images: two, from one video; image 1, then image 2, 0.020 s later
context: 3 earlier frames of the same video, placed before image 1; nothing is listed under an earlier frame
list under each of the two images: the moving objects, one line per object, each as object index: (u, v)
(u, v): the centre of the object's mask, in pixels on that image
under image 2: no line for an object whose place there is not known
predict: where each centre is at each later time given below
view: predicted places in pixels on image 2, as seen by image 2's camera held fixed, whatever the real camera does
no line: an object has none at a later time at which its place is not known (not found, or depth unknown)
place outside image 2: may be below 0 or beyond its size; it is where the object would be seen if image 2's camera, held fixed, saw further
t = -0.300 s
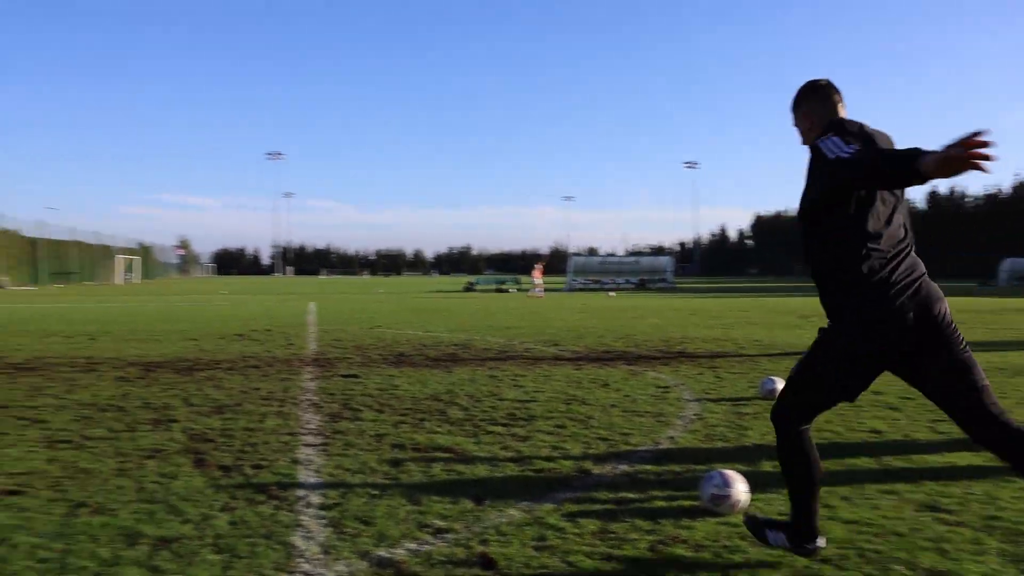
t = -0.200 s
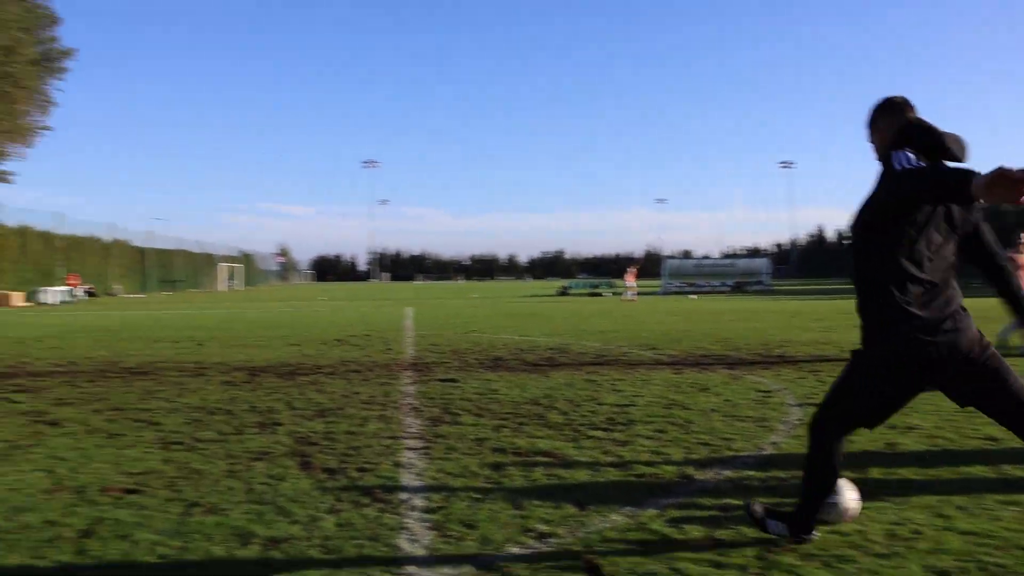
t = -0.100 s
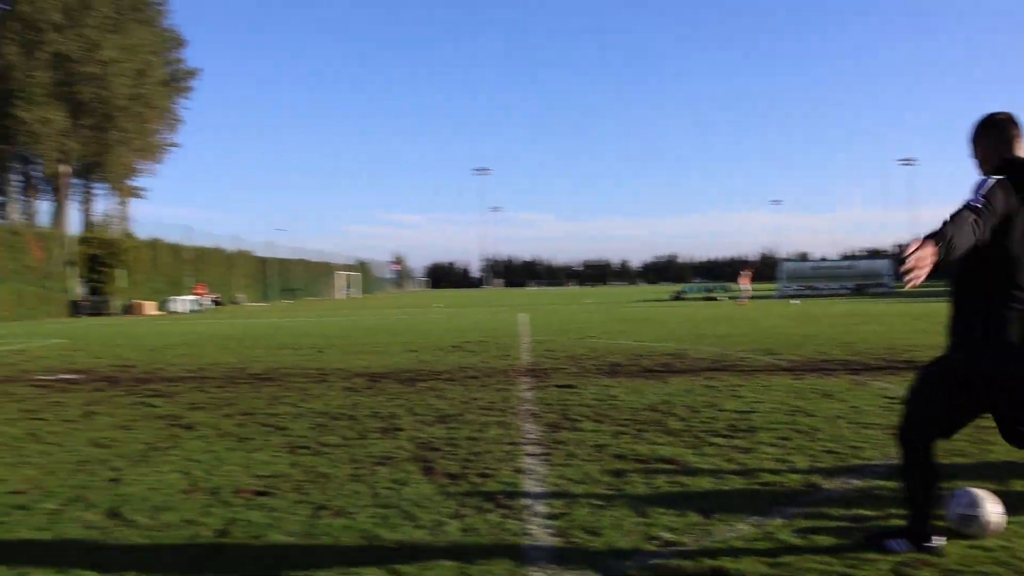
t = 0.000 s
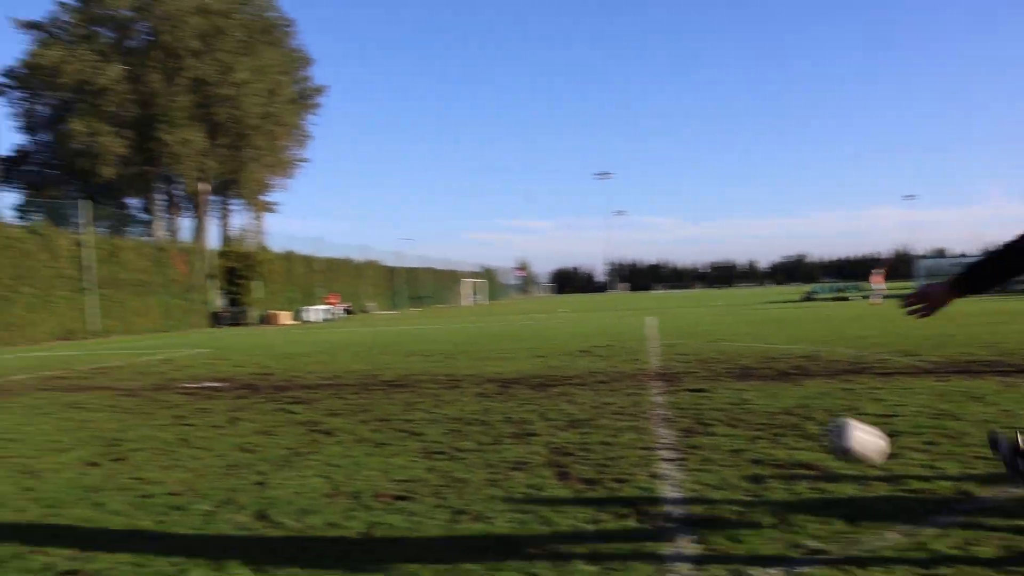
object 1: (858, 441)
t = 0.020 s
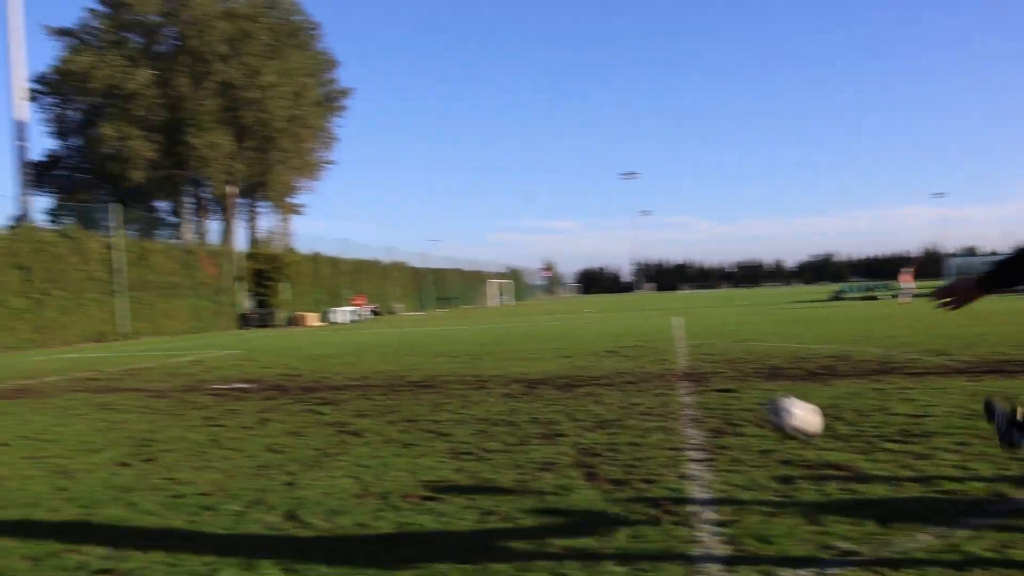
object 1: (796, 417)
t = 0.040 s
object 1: (714, 398)
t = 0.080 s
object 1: (587, 368)
